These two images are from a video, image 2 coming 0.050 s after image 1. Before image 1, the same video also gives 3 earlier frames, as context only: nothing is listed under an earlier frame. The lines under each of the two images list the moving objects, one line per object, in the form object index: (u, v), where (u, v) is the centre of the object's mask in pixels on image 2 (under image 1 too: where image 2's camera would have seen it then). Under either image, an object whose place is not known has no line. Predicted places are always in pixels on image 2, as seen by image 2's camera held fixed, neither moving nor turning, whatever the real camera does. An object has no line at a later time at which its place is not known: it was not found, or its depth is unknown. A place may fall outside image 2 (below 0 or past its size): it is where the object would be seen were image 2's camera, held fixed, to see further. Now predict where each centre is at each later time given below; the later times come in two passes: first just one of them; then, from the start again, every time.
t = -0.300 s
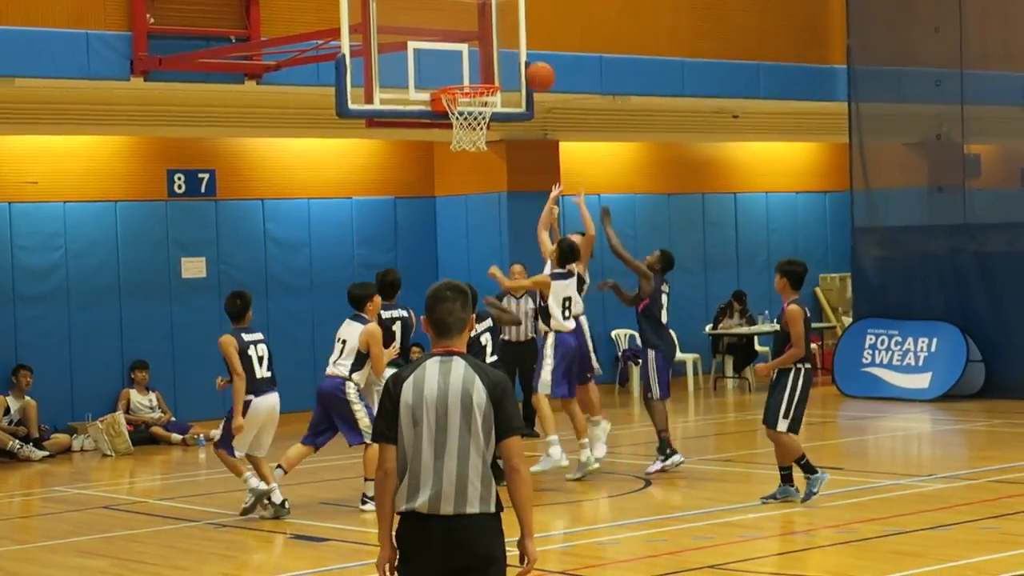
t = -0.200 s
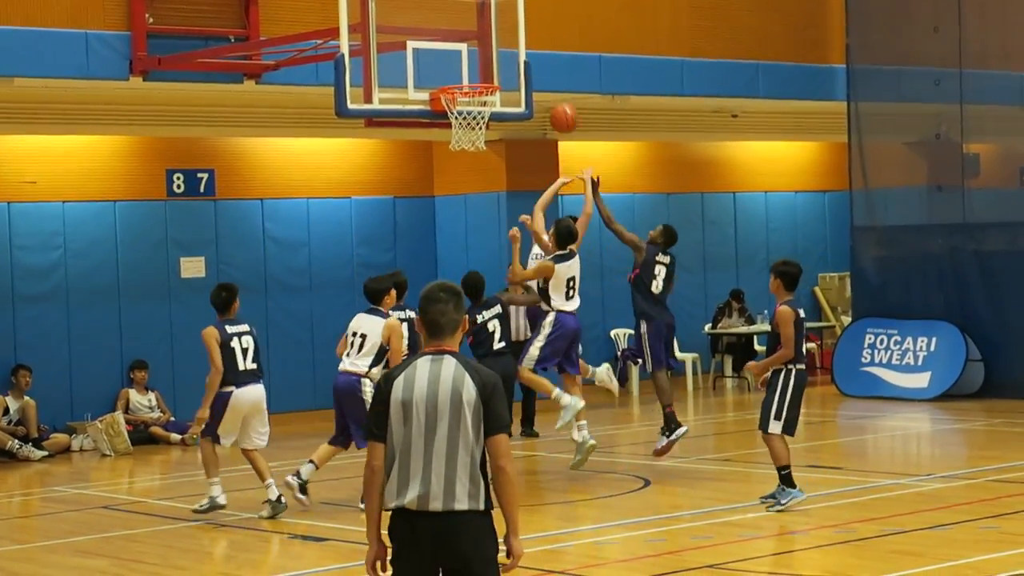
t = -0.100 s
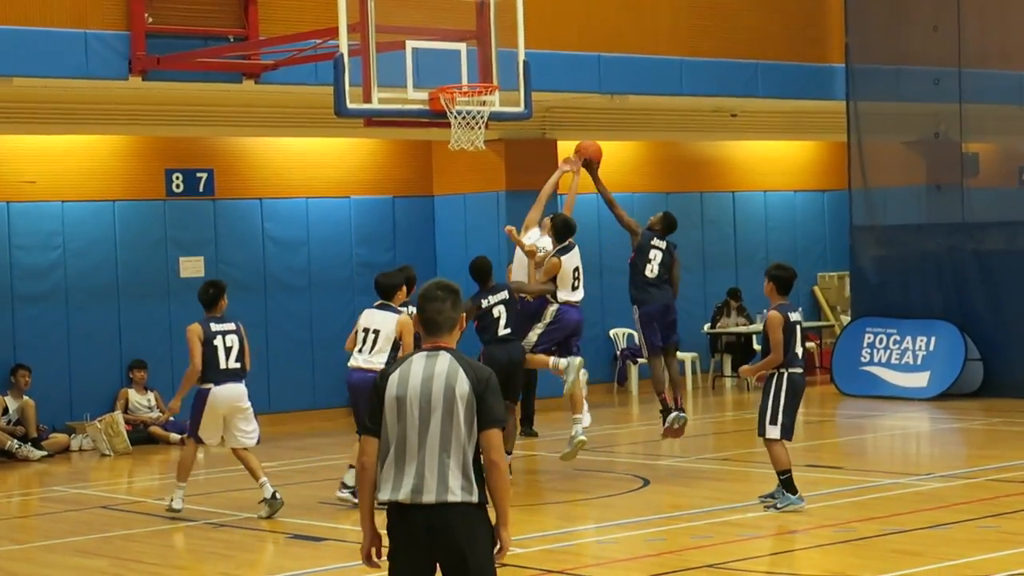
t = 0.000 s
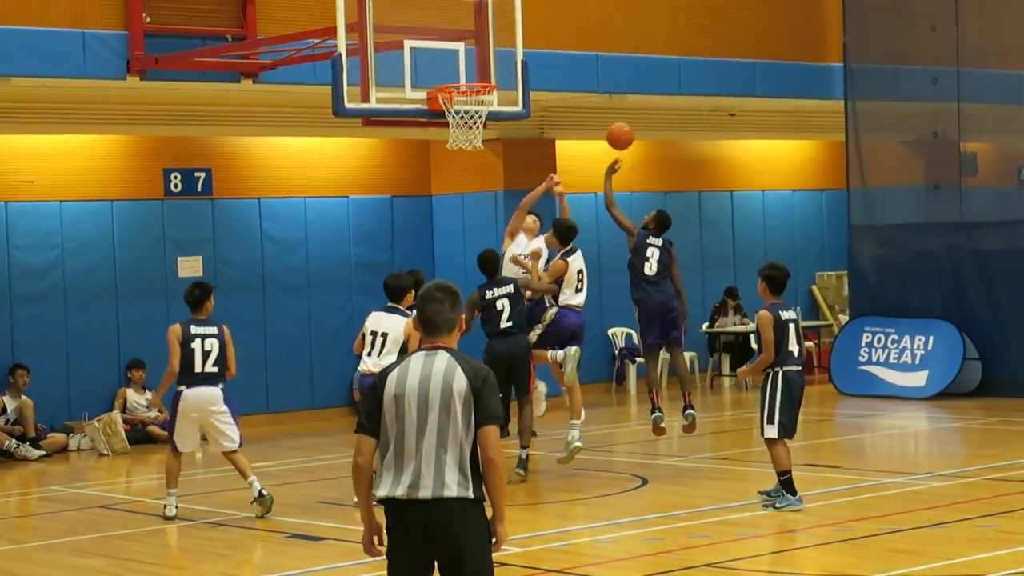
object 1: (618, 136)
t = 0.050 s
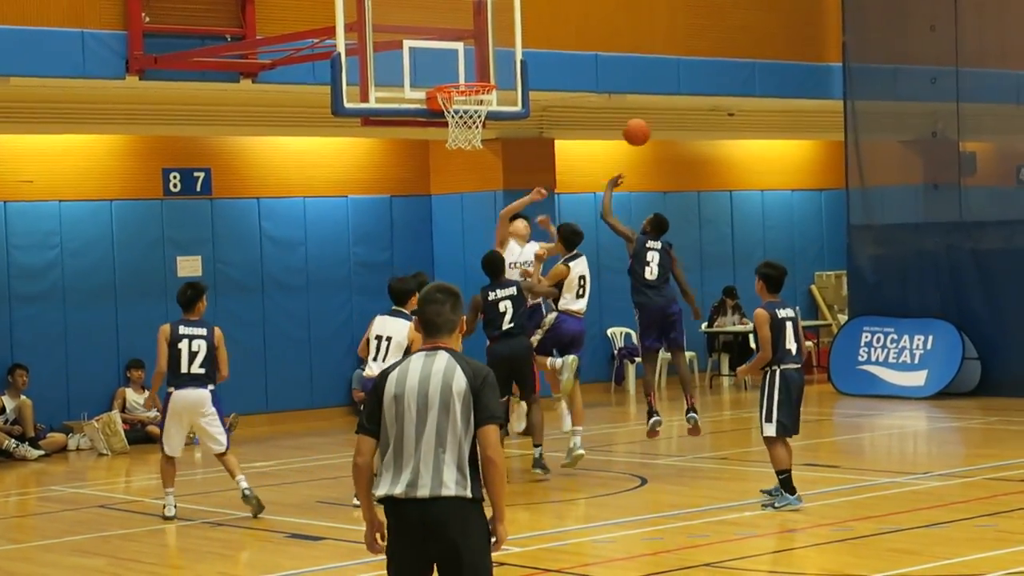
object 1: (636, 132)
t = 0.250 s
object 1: (703, 146)
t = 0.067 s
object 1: (642, 132)
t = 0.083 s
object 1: (648, 131)
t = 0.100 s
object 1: (654, 132)
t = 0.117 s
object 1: (660, 132)
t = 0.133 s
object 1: (666, 132)
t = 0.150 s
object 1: (671, 134)
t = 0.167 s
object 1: (676, 135)
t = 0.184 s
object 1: (682, 136)
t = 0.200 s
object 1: (687, 138)
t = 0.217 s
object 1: (692, 141)
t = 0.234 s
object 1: (697, 143)
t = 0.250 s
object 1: (703, 146)
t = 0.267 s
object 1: (707, 150)
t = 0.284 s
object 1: (712, 153)
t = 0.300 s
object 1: (717, 156)
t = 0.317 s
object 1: (722, 160)
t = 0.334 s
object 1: (726, 164)
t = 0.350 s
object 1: (731, 168)
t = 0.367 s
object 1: (736, 173)
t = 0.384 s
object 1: (741, 178)
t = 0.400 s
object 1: (745, 183)
